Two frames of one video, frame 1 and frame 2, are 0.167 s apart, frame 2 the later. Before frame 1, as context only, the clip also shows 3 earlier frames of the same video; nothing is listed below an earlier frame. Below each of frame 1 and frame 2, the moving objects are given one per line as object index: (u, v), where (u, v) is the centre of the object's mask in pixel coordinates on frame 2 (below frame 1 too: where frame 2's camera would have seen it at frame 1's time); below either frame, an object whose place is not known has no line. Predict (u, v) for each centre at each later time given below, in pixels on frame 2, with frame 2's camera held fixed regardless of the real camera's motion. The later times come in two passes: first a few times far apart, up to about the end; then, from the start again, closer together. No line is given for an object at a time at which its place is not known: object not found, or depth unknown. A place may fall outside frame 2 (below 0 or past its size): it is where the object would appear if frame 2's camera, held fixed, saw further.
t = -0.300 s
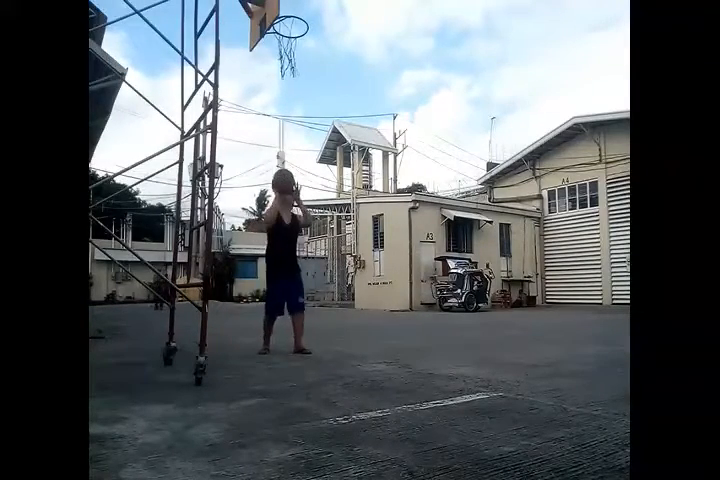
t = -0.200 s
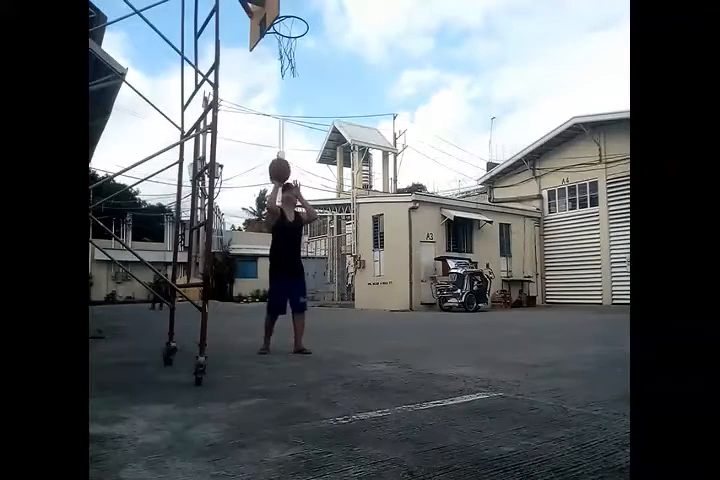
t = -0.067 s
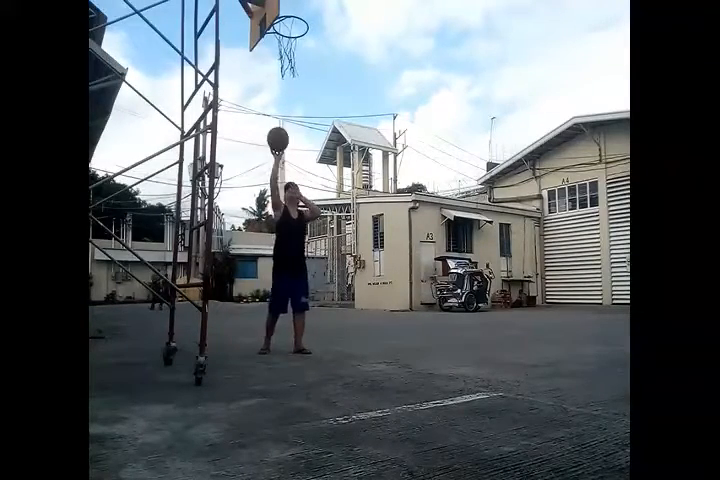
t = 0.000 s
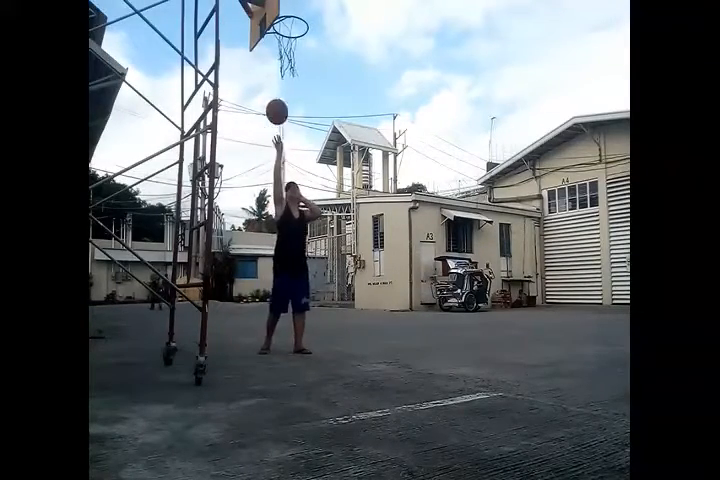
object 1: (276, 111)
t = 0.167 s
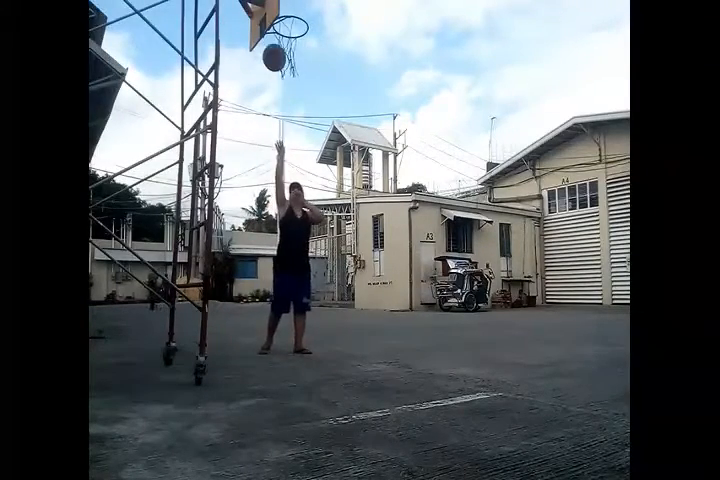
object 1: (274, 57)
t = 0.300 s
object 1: (270, 40)
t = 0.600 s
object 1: (268, 95)
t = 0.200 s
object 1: (273, 49)
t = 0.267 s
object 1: (272, 39)
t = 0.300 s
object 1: (270, 40)
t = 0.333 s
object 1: (268, 41)
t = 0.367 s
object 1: (266, 43)
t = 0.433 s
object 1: (266, 51)
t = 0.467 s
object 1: (266, 57)
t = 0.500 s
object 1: (266, 65)
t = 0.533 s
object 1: (267, 74)
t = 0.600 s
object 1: (268, 95)
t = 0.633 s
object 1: (269, 108)
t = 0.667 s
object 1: (269, 122)
